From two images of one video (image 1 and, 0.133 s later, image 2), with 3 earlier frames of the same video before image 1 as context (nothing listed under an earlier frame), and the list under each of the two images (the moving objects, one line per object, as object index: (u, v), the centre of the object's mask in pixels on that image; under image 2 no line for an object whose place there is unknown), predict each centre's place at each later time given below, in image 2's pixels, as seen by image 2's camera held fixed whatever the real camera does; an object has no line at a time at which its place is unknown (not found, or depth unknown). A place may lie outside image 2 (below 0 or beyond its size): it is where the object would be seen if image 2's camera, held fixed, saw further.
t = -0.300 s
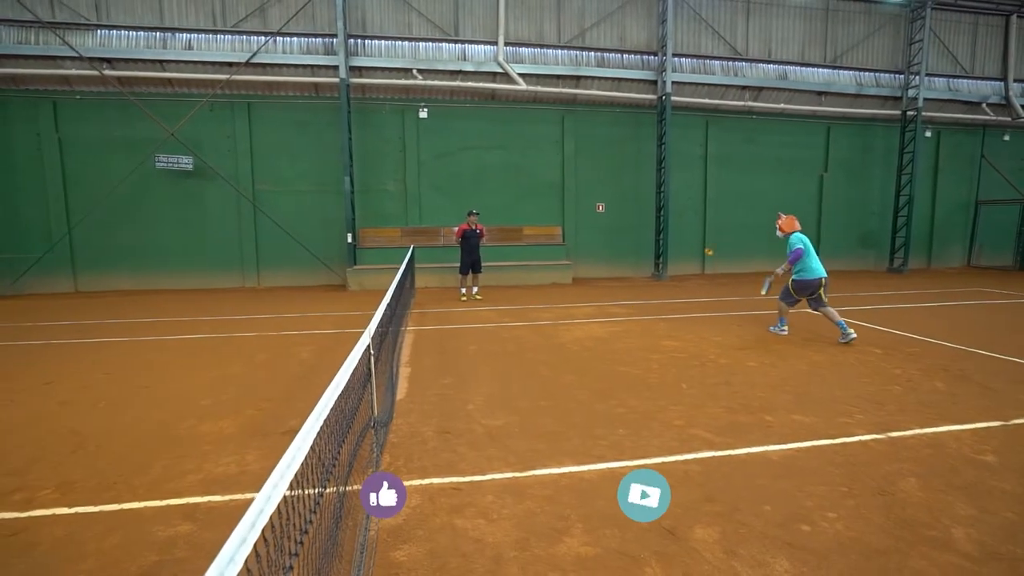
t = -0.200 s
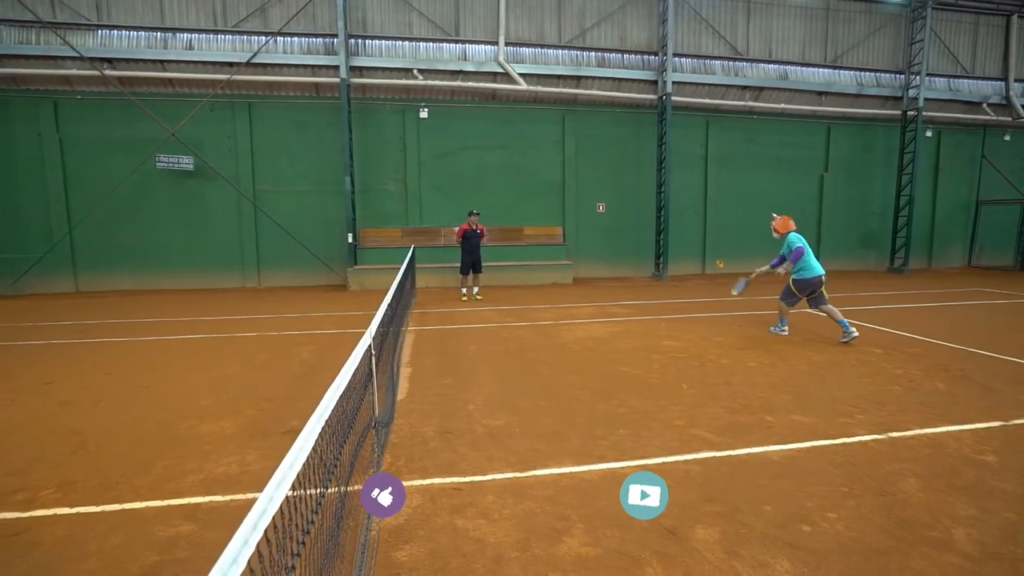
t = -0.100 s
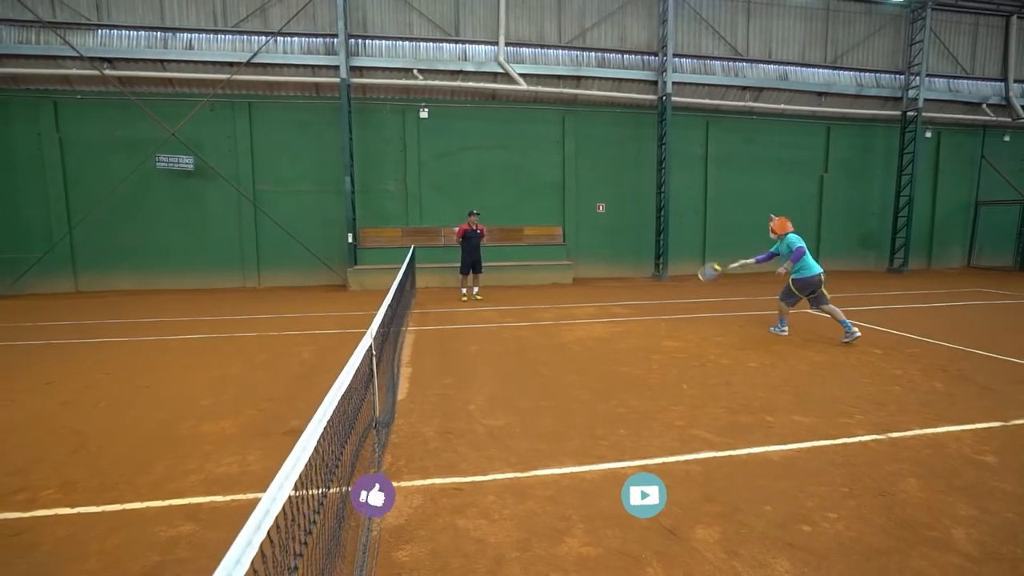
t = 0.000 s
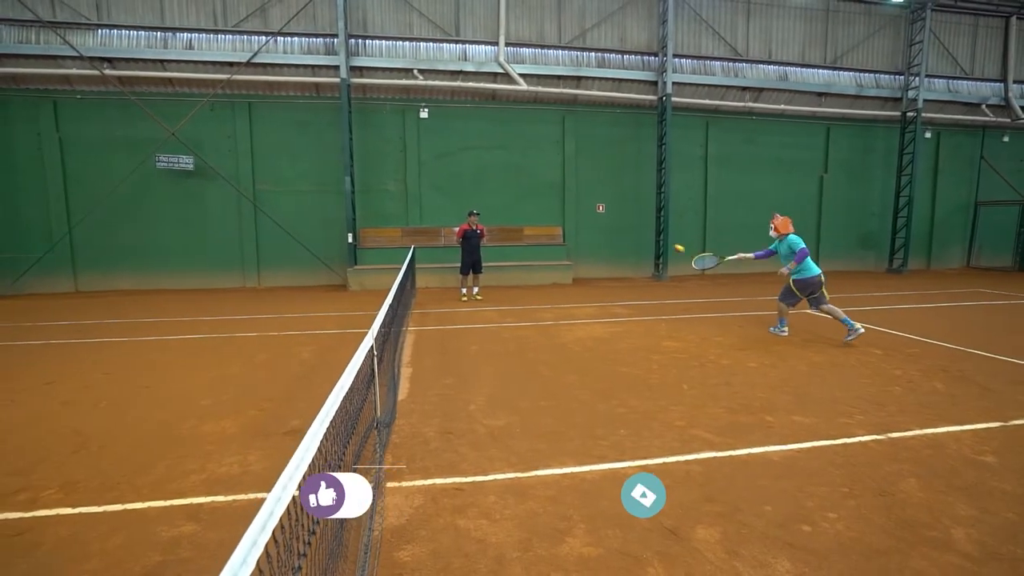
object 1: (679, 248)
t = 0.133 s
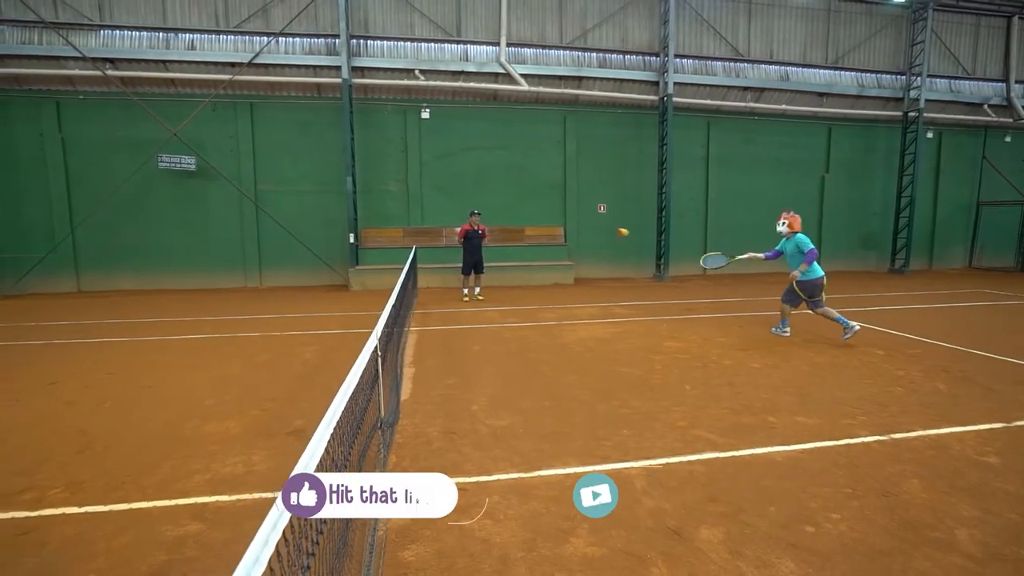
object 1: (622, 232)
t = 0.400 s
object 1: (467, 245)
